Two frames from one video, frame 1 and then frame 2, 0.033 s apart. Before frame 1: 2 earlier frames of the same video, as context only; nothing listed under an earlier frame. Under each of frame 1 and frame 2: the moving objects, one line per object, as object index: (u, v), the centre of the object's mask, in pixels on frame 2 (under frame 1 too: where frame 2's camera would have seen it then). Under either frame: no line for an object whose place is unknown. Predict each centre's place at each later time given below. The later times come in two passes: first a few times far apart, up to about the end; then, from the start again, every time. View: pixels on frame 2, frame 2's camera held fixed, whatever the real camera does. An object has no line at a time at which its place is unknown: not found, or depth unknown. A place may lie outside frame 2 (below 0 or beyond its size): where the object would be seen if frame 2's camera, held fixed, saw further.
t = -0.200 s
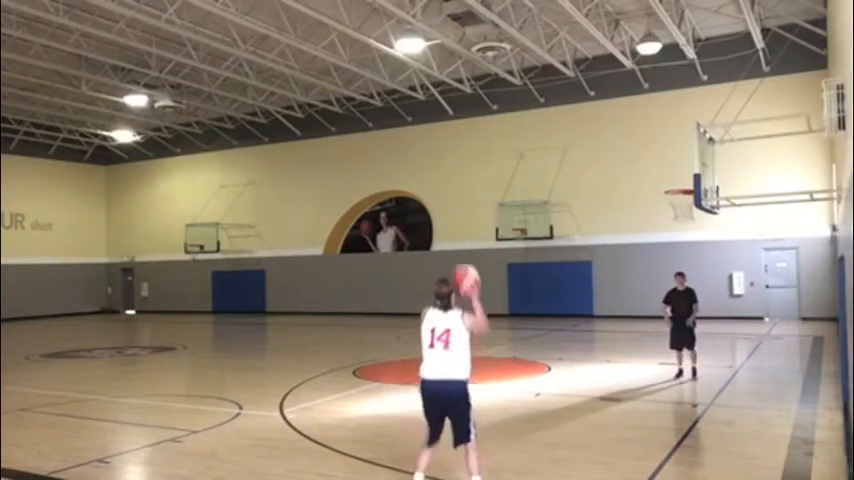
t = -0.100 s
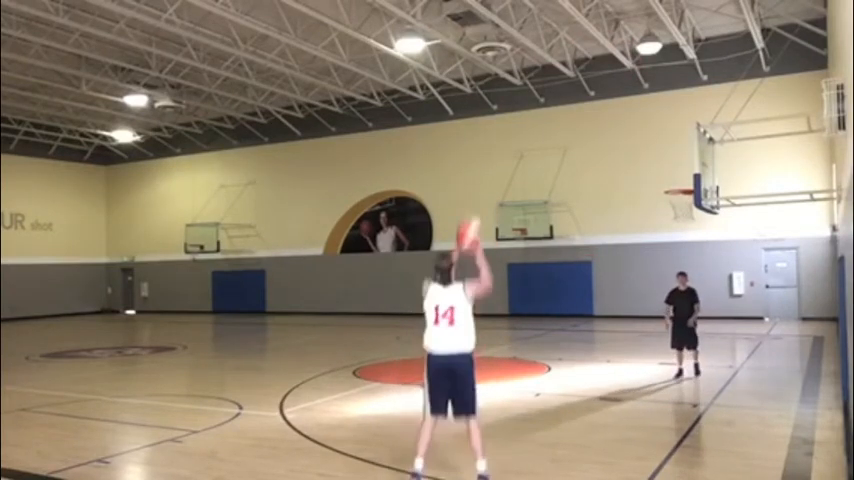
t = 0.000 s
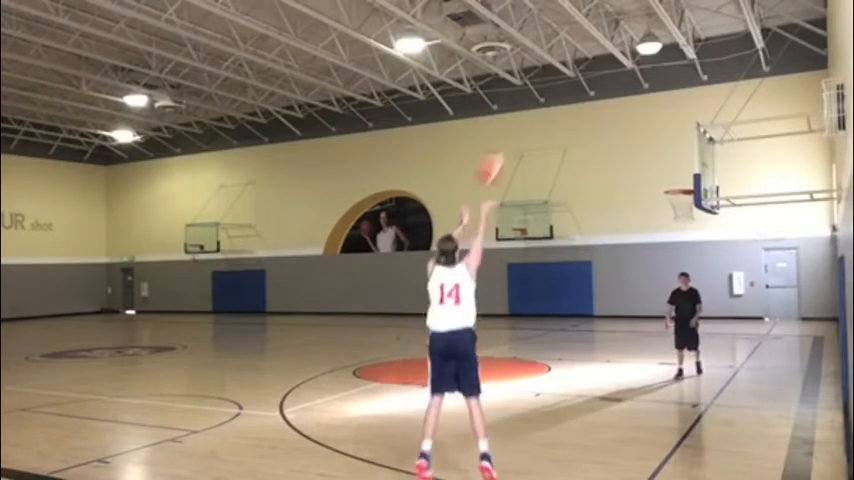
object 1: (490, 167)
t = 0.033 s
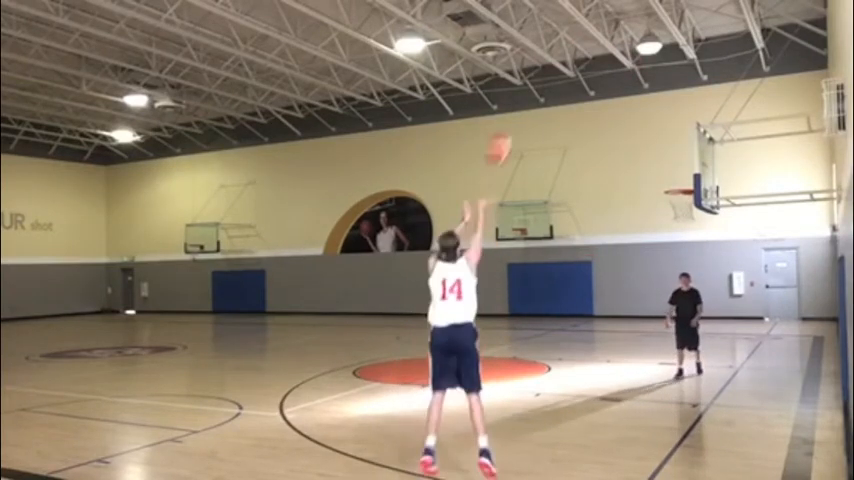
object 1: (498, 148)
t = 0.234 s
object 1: (544, 68)
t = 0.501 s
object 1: (592, 31)
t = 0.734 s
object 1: (628, 47)
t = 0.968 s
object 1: (657, 97)
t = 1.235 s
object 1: (686, 181)
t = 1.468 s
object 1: (672, 209)
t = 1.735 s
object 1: (691, 230)
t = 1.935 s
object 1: (709, 277)
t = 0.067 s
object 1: (507, 130)
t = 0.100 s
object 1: (516, 111)
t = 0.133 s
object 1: (522, 99)
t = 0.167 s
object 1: (530, 88)
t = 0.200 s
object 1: (537, 78)
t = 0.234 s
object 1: (544, 68)
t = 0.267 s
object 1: (552, 58)
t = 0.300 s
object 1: (559, 51)
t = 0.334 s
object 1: (564, 46)
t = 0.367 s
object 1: (570, 40)
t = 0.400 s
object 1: (575, 36)
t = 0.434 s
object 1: (581, 33)
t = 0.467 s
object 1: (586, 32)
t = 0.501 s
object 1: (592, 31)
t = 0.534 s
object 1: (597, 31)
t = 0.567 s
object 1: (602, 32)
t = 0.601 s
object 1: (607, 34)
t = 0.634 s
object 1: (613, 36)
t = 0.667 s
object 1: (617, 38)
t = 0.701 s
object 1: (622, 42)
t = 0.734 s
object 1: (628, 47)
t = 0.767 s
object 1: (631, 53)
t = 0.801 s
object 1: (632, 55)
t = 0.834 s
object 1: (636, 59)
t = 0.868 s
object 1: (643, 72)
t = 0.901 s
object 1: (647, 78)
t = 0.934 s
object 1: (650, 82)
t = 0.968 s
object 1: (657, 97)
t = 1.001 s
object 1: (661, 105)
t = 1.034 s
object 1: (665, 115)
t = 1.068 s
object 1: (669, 125)
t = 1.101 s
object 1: (672, 136)
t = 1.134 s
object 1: (676, 147)
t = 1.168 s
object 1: (680, 159)
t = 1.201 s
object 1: (683, 170)
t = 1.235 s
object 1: (686, 181)
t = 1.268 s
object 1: (685, 191)
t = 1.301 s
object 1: (678, 195)
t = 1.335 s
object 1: (674, 199)
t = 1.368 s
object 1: (672, 204)
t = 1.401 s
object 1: (670, 207)
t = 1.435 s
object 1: (670, 209)
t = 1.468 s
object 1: (672, 209)
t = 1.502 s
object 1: (674, 209)
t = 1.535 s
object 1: (676, 210)
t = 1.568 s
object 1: (679, 212)
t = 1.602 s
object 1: (681, 215)
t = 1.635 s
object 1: (683, 217)
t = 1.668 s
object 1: (686, 221)
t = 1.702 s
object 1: (689, 225)
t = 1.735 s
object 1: (691, 230)
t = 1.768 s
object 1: (694, 236)
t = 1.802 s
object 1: (698, 243)
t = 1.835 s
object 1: (701, 250)
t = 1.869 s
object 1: (704, 258)
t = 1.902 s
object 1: (706, 267)
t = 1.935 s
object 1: (709, 277)
